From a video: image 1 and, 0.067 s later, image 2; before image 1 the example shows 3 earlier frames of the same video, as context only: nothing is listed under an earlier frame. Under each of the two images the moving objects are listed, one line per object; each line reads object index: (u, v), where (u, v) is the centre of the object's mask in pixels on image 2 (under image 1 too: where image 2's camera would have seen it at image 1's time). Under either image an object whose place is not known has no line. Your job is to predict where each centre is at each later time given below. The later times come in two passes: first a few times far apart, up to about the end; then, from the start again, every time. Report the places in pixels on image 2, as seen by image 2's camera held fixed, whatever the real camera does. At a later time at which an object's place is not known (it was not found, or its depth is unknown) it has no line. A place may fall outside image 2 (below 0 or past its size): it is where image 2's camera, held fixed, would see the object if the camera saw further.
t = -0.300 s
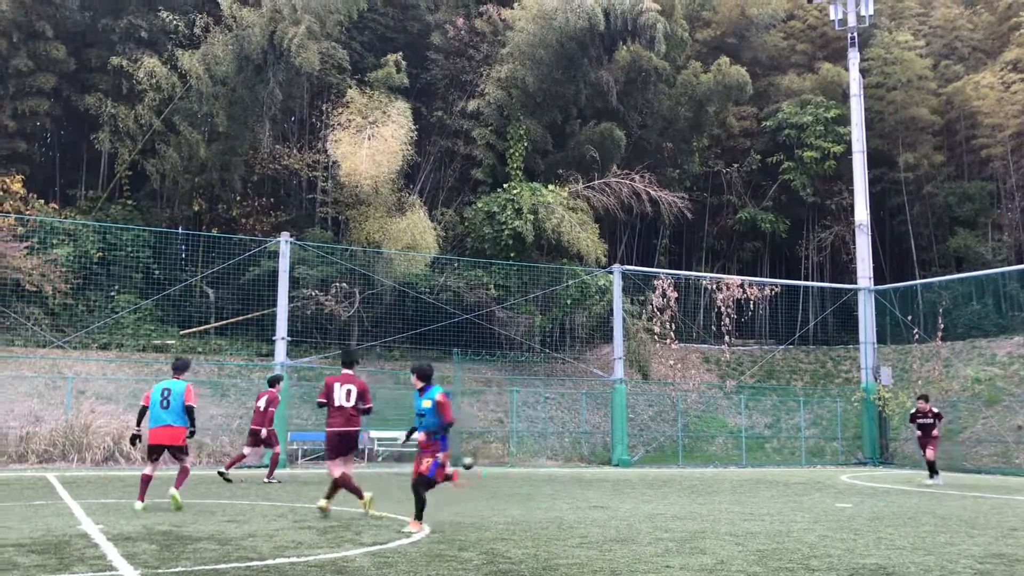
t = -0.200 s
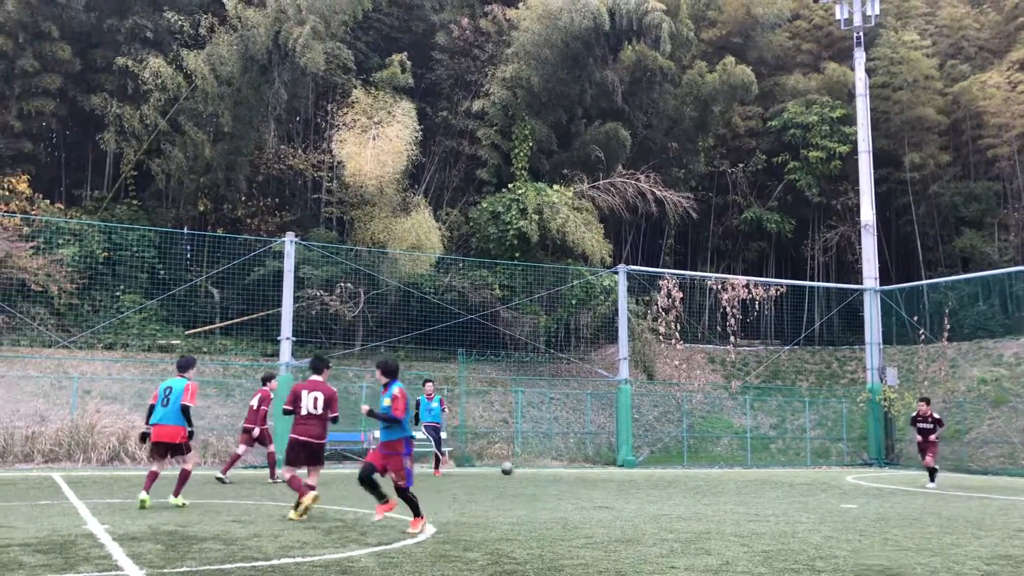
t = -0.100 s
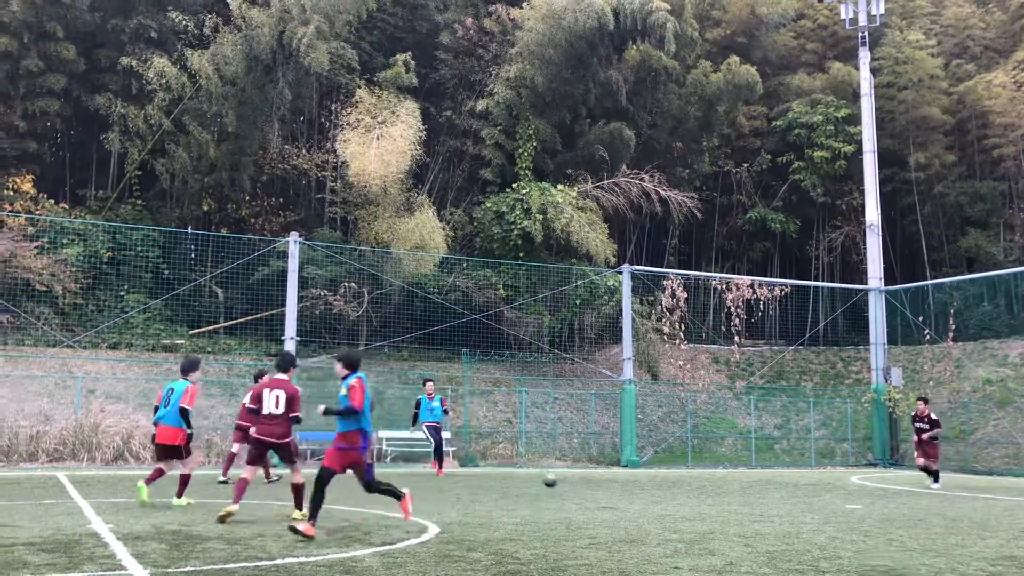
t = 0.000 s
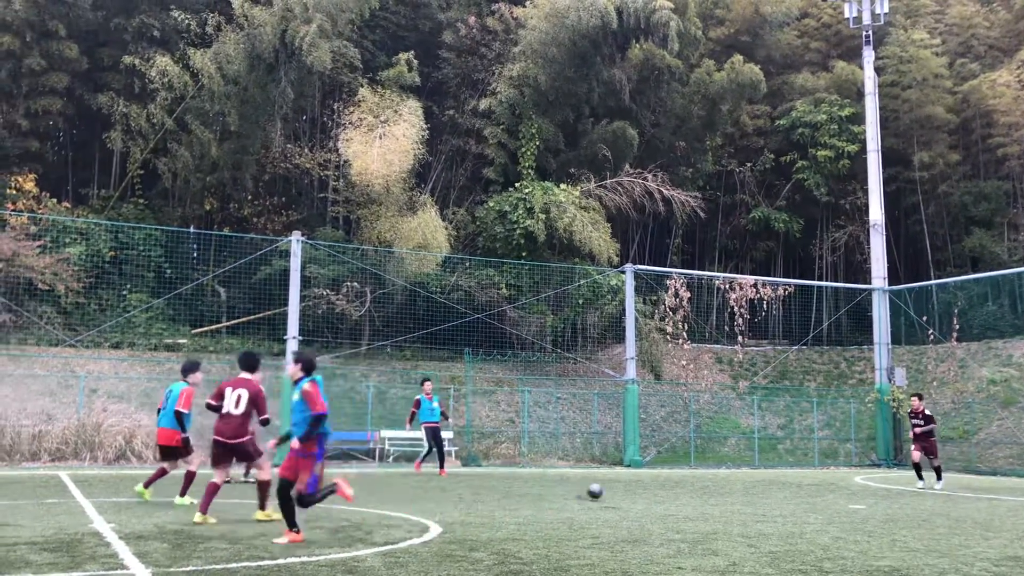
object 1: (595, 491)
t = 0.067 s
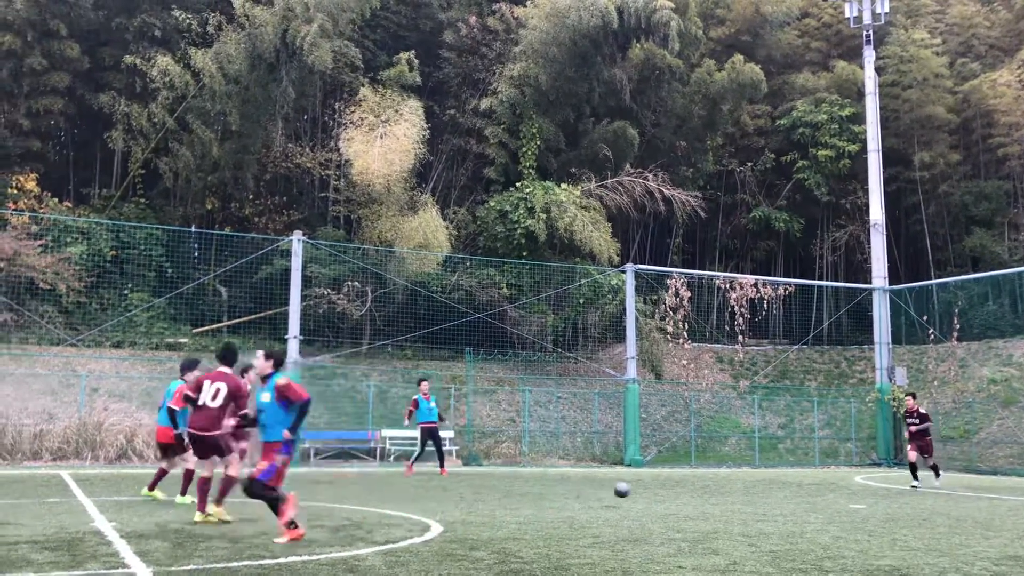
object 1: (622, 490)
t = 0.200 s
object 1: (682, 503)
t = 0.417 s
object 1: (786, 515)
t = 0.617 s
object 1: (897, 531)
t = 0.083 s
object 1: (628, 490)
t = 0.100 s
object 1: (636, 491)
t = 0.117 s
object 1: (643, 492)
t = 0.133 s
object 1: (650, 494)
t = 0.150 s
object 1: (657, 495)
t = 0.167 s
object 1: (666, 497)
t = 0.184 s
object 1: (674, 499)
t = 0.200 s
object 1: (682, 503)
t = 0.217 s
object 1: (691, 506)
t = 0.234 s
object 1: (698, 507)
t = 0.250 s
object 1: (705, 506)
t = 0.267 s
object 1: (713, 507)
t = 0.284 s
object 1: (721, 508)
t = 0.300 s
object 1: (728, 508)
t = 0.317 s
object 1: (736, 510)
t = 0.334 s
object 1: (745, 510)
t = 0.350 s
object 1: (753, 512)
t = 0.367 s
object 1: (761, 514)
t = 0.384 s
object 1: (770, 514)
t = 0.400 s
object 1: (778, 515)
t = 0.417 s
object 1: (786, 515)
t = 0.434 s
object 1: (794, 517)
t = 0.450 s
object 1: (803, 517)
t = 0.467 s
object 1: (812, 519)
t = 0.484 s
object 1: (821, 521)
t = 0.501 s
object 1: (831, 523)
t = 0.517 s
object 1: (838, 523)
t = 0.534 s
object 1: (848, 523)
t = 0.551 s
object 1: (857, 524)
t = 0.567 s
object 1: (867, 525)
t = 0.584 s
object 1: (877, 527)
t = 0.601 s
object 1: (887, 529)
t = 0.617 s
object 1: (897, 531)
